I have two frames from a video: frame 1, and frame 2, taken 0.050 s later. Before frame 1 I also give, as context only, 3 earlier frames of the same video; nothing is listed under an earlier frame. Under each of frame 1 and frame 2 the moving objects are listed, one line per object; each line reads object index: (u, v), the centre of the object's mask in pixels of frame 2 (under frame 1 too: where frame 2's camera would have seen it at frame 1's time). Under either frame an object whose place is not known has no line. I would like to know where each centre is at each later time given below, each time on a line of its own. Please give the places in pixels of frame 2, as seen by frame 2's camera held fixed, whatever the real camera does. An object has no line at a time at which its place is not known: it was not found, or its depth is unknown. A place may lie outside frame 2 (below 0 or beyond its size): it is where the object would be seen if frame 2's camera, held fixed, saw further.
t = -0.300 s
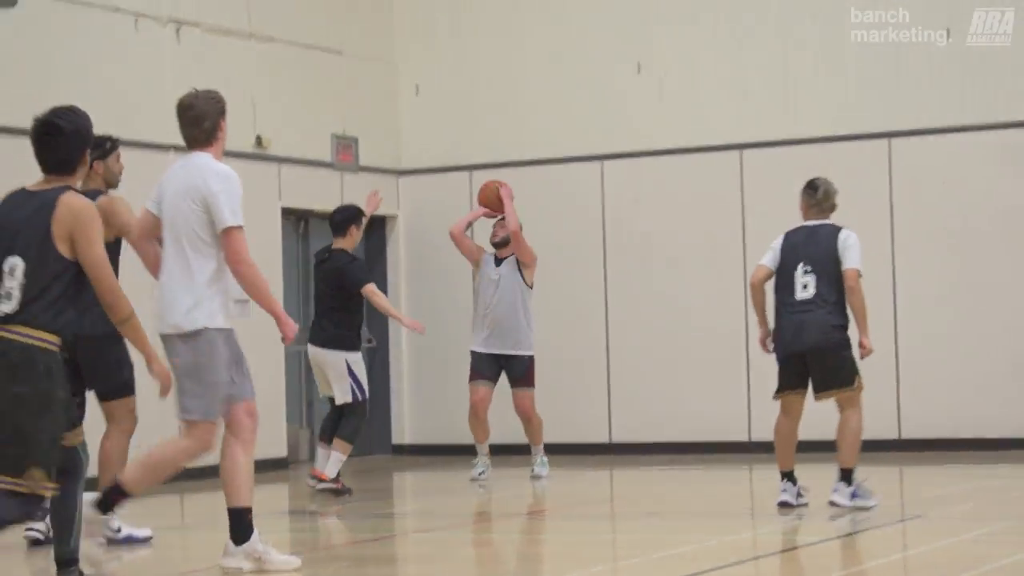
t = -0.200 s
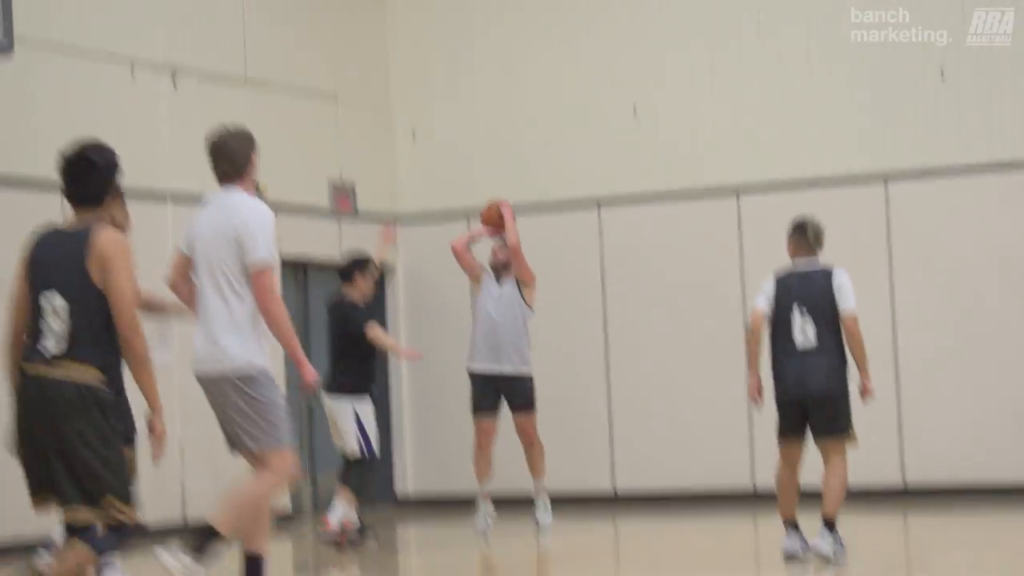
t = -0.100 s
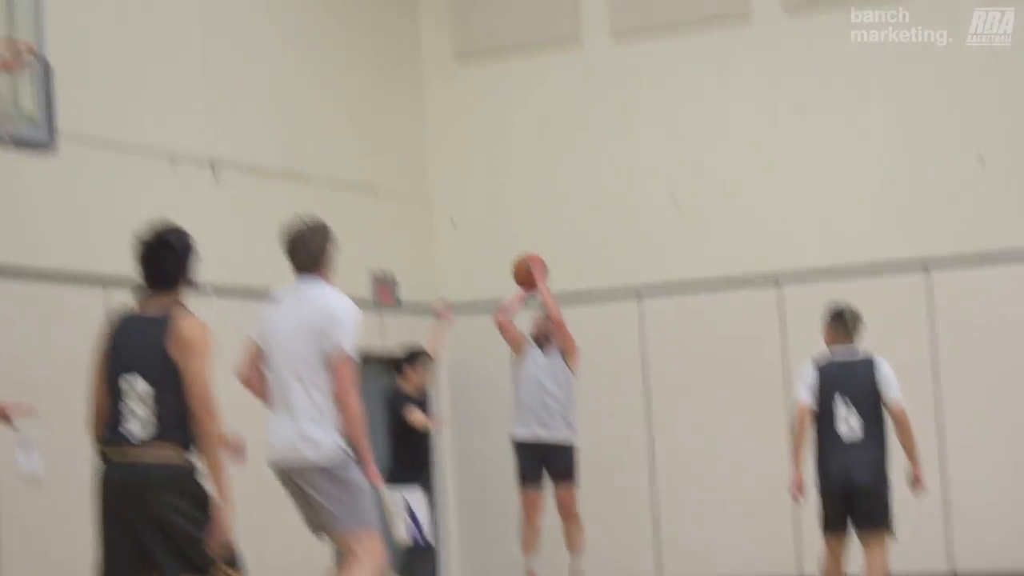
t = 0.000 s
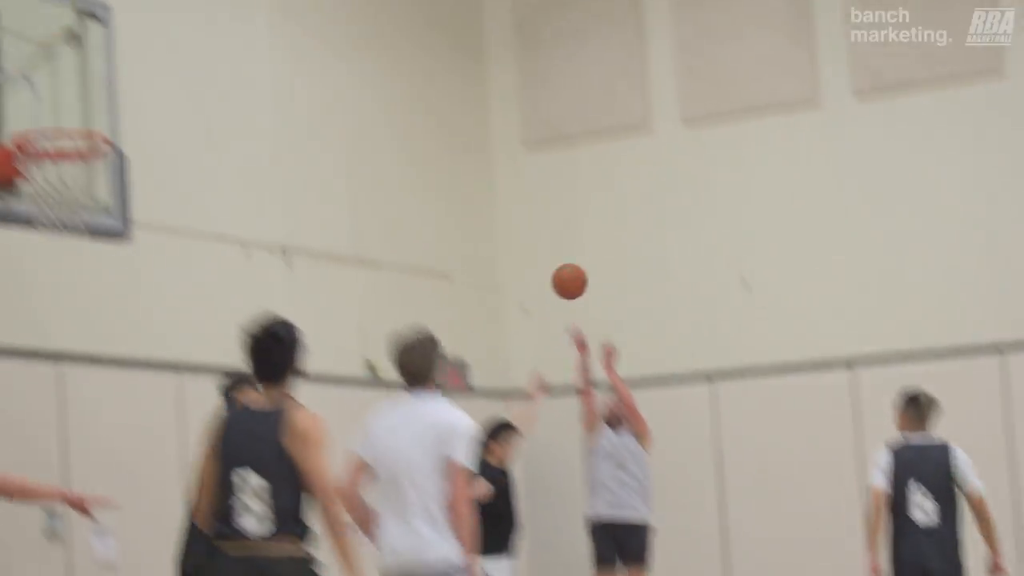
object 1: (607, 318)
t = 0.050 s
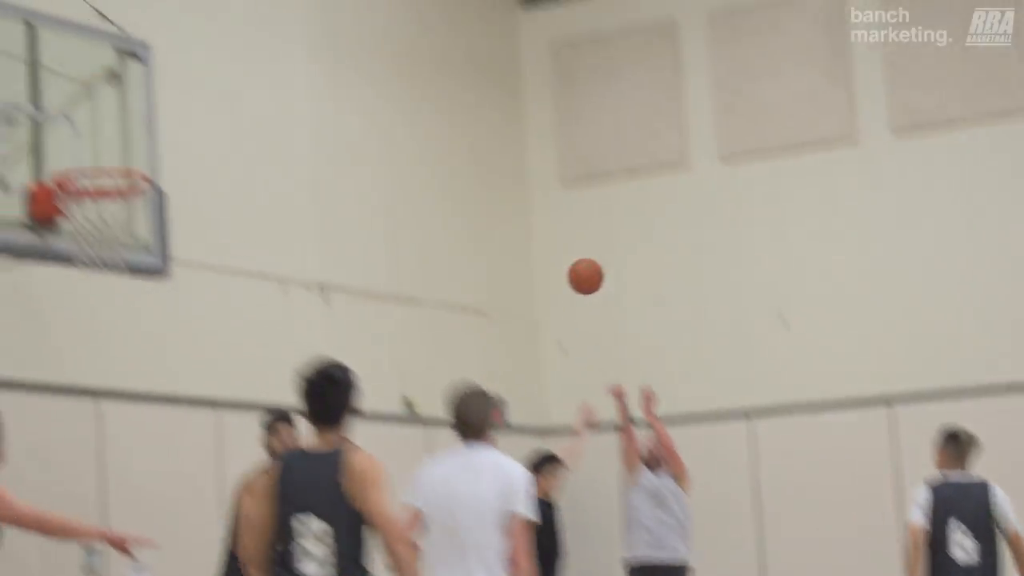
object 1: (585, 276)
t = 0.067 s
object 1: (578, 263)
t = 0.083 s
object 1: (571, 250)
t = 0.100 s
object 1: (563, 238)
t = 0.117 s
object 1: (556, 226)
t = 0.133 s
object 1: (548, 214)
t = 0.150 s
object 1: (541, 203)
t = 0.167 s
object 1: (536, 193)
